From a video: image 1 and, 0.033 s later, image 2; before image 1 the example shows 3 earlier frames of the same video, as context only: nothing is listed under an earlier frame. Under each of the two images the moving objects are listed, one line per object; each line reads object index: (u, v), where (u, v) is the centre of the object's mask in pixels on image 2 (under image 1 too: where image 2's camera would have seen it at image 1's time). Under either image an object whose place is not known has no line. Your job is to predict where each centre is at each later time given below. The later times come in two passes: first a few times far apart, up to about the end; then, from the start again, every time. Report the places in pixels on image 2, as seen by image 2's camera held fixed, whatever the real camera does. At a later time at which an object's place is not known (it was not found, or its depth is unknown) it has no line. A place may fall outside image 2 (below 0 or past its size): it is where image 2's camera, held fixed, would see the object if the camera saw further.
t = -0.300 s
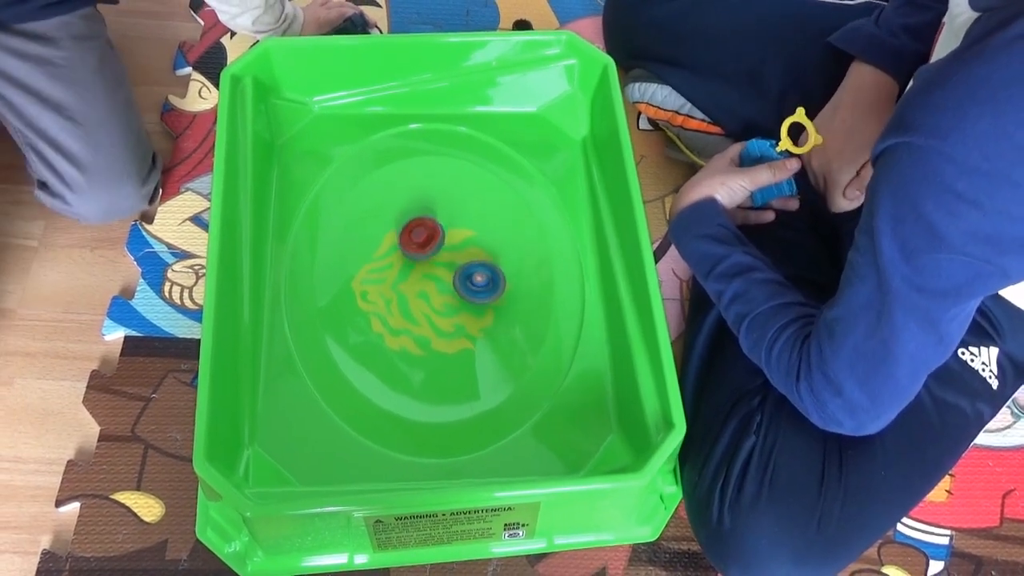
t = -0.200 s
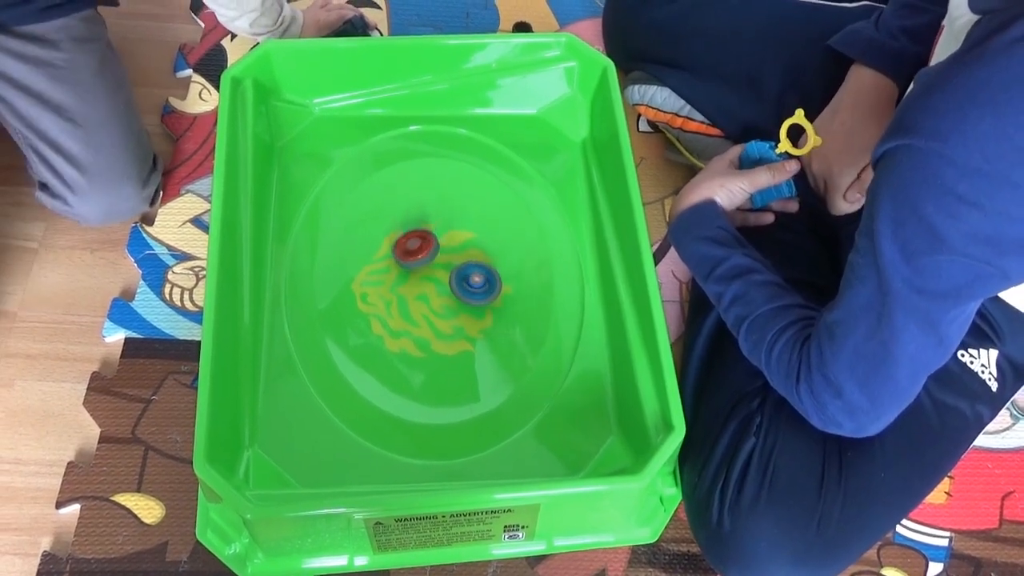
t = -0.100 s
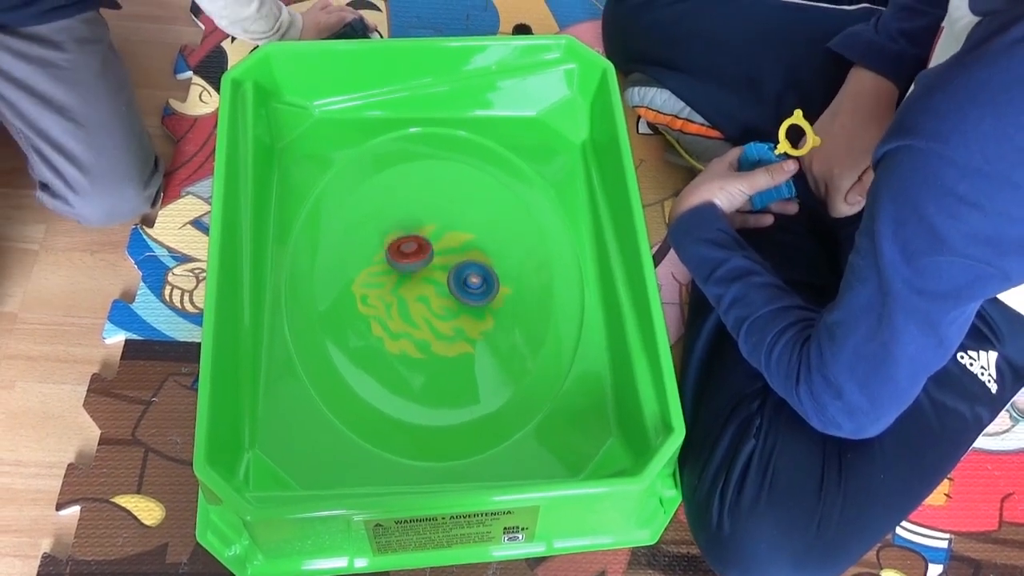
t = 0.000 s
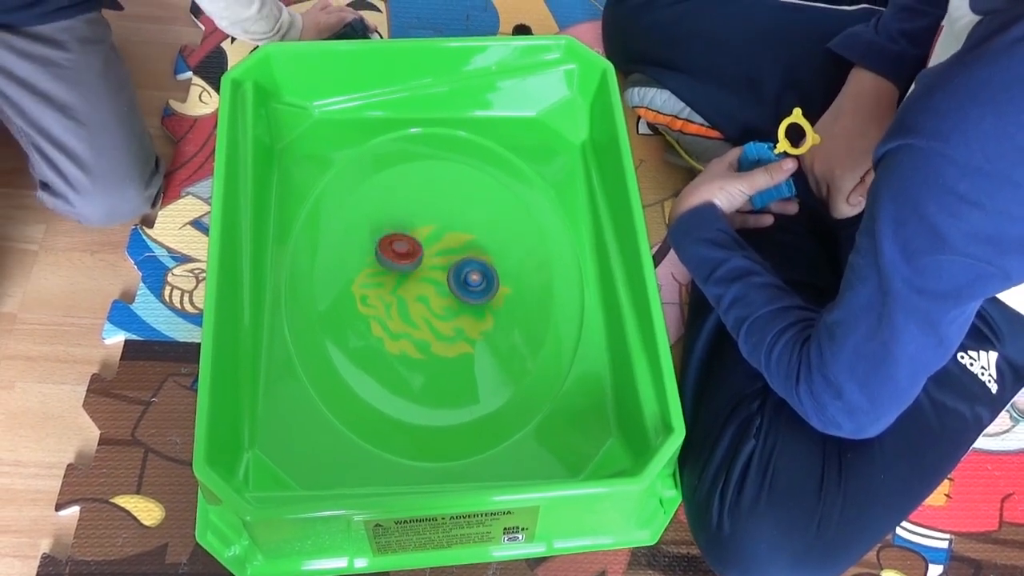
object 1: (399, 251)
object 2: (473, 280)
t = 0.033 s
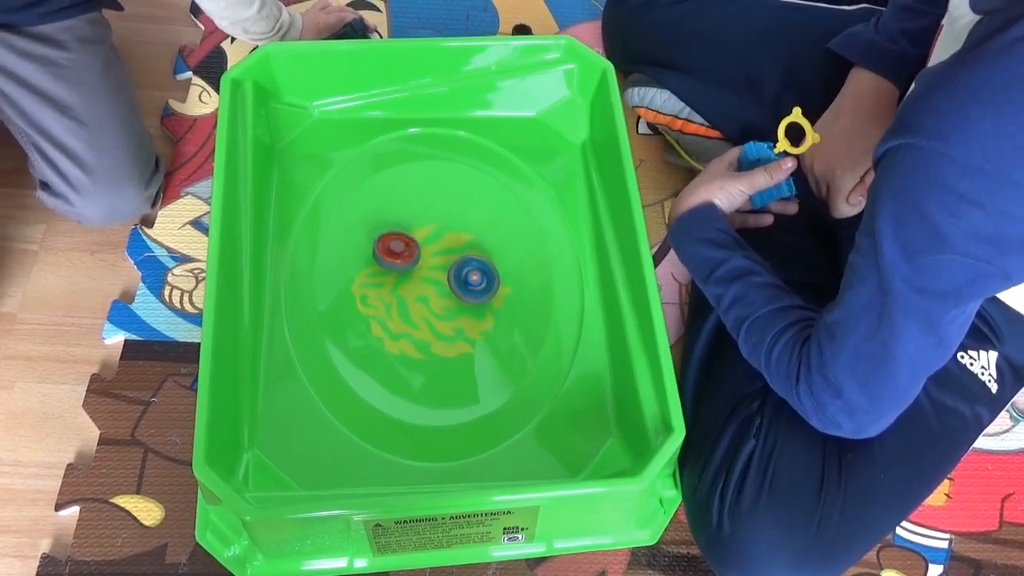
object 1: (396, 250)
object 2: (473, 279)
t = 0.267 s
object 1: (390, 249)
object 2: (483, 275)
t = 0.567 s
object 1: (414, 264)
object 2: (488, 268)
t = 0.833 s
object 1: (406, 269)
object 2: (479, 268)
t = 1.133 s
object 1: (407, 250)
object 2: (470, 267)
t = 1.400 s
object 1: (427, 240)
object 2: (483, 266)
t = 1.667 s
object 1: (438, 241)
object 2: (488, 271)
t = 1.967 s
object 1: (435, 245)
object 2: (475, 277)
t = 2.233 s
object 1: (437, 240)
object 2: (470, 281)
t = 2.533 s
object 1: (445, 235)
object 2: (478, 278)
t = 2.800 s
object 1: (435, 250)
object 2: (485, 280)
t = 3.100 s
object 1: (423, 250)
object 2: (479, 281)
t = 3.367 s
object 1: (429, 235)
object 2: (475, 279)
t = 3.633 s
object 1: (442, 237)
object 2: (483, 276)
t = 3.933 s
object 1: (439, 236)
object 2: (486, 273)
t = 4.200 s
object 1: (432, 230)
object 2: (478, 273)
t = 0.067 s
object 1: (393, 249)
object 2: (474, 278)
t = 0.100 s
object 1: (391, 248)
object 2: (475, 277)
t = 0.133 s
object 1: (391, 246)
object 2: (476, 276)
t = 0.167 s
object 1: (391, 246)
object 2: (478, 276)
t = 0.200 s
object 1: (391, 247)
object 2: (479, 276)
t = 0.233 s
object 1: (390, 248)
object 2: (481, 275)
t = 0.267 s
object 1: (390, 249)
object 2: (483, 275)
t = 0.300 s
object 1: (391, 249)
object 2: (484, 274)
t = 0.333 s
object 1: (393, 250)
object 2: (485, 273)
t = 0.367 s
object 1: (397, 252)
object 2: (487, 272)
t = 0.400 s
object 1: (400, 254)
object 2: (488, 271)
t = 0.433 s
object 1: (404, 255)
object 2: (488, 270)
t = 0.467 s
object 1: (407, 257)
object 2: (489, 270)
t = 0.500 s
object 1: (410, 259)
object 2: (489, 269)
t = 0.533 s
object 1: (412, 261)
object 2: (488, 269)
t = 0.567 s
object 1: (414, 264)
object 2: (488, 268)
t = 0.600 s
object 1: (415, 265)
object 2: (487, 268)
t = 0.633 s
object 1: (415, 266)
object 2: (486, 268)
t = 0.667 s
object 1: (414, 267)
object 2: (486, 268)
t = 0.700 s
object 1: (413, 268)
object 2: (484, 268)
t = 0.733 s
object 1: (413, 268)
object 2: (484, 268)
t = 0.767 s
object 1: (410, 268)
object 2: (482, 268)
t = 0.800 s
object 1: (407, 269)
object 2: (481, 268)
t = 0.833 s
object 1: (406, 269)
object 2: (479, 268)
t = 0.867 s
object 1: (405, 268)
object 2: (478, 269)
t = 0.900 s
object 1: (403, 267)
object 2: (477, 269)
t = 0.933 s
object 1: (403, 266)
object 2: (475, 269)
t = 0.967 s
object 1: (403, 264)
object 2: (474, 269)
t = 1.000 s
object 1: (403, 261)
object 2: (473, 269)
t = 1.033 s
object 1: (404, 258)
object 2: (472, 269)
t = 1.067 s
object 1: (404, 255)
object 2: (471, 269)
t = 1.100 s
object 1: (406, 253)
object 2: (471, 268)
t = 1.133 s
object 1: (407, 250)
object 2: (470, 267)
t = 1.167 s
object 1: (409, 250)
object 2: (470, 266)
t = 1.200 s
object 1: (411, 247)
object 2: (470, 265)
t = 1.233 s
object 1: (415, 247)
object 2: (470, 264)
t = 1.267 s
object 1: (419, 245)
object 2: (471, 263)
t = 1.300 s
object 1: (423, 244)
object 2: (472, 262)
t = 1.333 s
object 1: (425, 243)
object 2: (473, 261)
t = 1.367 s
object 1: (426, 243)
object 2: (477, 263)
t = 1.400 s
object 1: (427, 240)
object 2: (483, 266)
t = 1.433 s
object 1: (427, 238)
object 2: (486, 269)
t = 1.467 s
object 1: (428, 237)
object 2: (487, 270)
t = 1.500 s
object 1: (430, 237)
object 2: (488, 270)
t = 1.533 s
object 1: (431, 237)
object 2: (488, 270)
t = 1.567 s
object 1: (433, 238)
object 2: (489, 270)
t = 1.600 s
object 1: (435, 239)
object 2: (489, 270)
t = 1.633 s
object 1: (437, 241)
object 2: (489, 270)
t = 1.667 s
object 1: (438, 241)
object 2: (488, 271)
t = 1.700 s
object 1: (440, 240)
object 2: (487, 272)
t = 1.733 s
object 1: (441, 239)
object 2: (486, 273)
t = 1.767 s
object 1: (442, 239)
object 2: (485, 273)
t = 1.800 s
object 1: (441, 240)
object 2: (483, 274)
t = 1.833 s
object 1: (439, 241)
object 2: (481, 275)
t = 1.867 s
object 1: (436, 242)
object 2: (480, 276)
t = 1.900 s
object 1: (436, 243)
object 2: (479, 276)
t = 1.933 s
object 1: (435, 244)
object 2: (477, 277)
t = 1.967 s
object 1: (435, 245)
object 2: (475, 277)
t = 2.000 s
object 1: (434, 246)
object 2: (473, 277)
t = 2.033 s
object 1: (433, 247)
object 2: (472, 278)
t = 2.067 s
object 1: (432, 247)
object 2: (472, 280)
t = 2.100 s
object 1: (432, 246)
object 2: (470, 280)
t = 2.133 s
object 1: (433, 246)
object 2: (469, 279)
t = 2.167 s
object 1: (434, 245)
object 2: (470, 281)
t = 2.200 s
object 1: (436, 243)
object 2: (470, 281)
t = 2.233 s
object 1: (437, 240)
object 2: (470, 281)
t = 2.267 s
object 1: (439, 238)
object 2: (470, 280)
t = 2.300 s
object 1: (440, 235)
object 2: (470, 280)
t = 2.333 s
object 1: (442, 234)
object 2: (471, 279)
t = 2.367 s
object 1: (443, 234)
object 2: (471, 279)
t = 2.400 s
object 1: (444, 234)
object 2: (473, 278)
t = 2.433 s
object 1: (445, 234)
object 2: (473, 278)
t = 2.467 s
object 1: (446, 234)
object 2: (475, 278)
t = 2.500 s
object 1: (446, 234)
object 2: (476, 278)
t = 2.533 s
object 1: (445, 235)
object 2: (478, 278)
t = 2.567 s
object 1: (446, 237)
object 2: (479, 279)
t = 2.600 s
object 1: (445, 238)
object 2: (481, 279)
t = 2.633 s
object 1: (444, 240)
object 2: (483, 280)
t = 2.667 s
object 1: (442, 243)
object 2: (483, 280)
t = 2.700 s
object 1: (441, 245)
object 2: (484, 280)
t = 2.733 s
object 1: (439, 247)
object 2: (484, 280)
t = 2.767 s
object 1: (437, 249)
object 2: (485, 280)
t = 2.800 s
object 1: (435, 250)
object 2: (485, 280)
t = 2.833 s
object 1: (434, 252)
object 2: (485, 279)
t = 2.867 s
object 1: (431, 253)
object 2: (485, 280)
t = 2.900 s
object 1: (430, 253)
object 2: (484, 280)
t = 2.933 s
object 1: (428, 253)
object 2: (484, 279)
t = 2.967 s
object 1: (427, 253)
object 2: (483, 280)
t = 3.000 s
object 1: (426, 253)
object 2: (482, 280)
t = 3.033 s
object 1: (425, 252)
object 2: (481, 281)
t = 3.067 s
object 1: (424, 251)
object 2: (480, 281)
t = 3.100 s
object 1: (423, 250)
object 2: (479, 281)
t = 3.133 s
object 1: (423, 249)
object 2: (477, 281)
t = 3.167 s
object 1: (424, 247)
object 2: (477, 281)
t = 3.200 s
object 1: (424, 245)
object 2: (476, 281)
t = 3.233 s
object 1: (424, 243)
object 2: (475, 281)
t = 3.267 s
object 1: (425, 241)
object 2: (475, 280)
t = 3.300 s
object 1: (426, 238)
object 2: (475, 280)
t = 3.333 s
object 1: (427, 236)
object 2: (475, 279)
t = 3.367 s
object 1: (429, 235)
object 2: (475, 279)
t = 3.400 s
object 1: (430, 235)
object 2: (475, 278)
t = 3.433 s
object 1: (432, 236)
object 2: (476, 278)
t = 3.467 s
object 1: (434, 237)
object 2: (477, 277)
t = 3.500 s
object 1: (436, 237)
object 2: (478, 276)
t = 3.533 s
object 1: (438, 237)
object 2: (479, 276)
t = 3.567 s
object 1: (439, 237)
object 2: (480, 276)
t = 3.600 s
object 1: (441, 237)
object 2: (482, 276)
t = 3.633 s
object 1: (442, 237)
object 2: (483, 276)
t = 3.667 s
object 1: (443, 236)
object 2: (484, 276)
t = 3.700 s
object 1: (444, 236)
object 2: (485, 275)
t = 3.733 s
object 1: (444, 236)
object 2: (486, 275)
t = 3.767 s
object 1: (444, 236)
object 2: (486, 274)
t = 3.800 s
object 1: (444, 236)
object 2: (487, 274)
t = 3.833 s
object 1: (443, 236)
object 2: (486, 274)
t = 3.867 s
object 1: (442, 236)
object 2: (487, 273)
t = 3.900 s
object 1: (441, 236)
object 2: (487, 273)
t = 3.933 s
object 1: (439, 236)
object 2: (486, 273)
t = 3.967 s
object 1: (437, 235)
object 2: (485, 272)
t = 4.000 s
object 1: (436, 234)
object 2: (485, 273)
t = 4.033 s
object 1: (434, 233)
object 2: (483, 272)
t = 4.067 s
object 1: (433, 231)
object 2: (482, 272)
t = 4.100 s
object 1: (432, 230)
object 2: (481, 272)
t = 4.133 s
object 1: (432, 230)
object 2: (480, 273)
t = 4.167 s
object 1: (432, 230)
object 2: (479, 273)
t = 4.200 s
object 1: (432, 230)
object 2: (478, 273)
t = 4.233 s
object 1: (433, 231)
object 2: (477, 272)
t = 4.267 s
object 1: (434, 232)
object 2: (476, 272)
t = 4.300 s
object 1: (435, 234)
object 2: (476, 272)
